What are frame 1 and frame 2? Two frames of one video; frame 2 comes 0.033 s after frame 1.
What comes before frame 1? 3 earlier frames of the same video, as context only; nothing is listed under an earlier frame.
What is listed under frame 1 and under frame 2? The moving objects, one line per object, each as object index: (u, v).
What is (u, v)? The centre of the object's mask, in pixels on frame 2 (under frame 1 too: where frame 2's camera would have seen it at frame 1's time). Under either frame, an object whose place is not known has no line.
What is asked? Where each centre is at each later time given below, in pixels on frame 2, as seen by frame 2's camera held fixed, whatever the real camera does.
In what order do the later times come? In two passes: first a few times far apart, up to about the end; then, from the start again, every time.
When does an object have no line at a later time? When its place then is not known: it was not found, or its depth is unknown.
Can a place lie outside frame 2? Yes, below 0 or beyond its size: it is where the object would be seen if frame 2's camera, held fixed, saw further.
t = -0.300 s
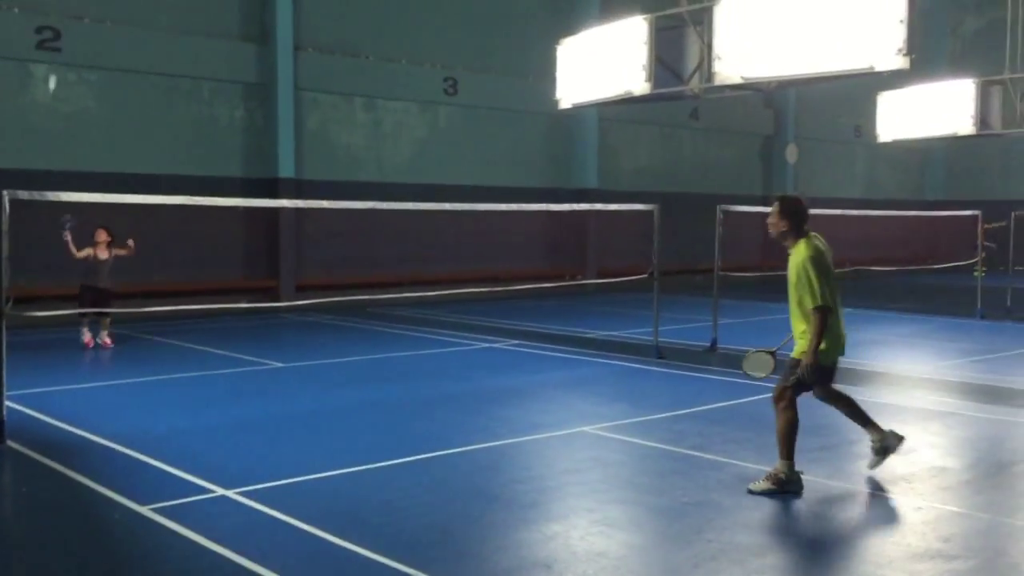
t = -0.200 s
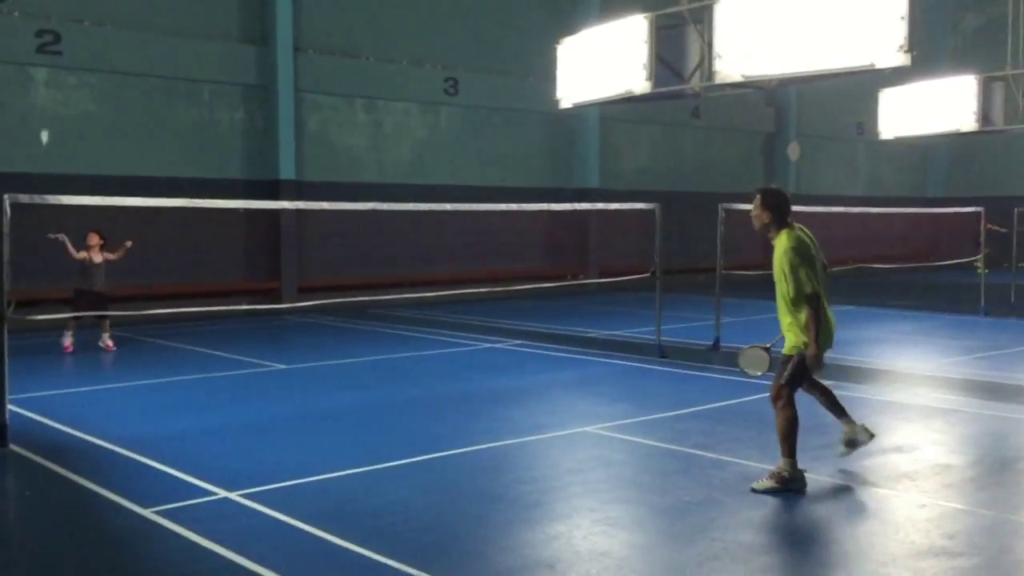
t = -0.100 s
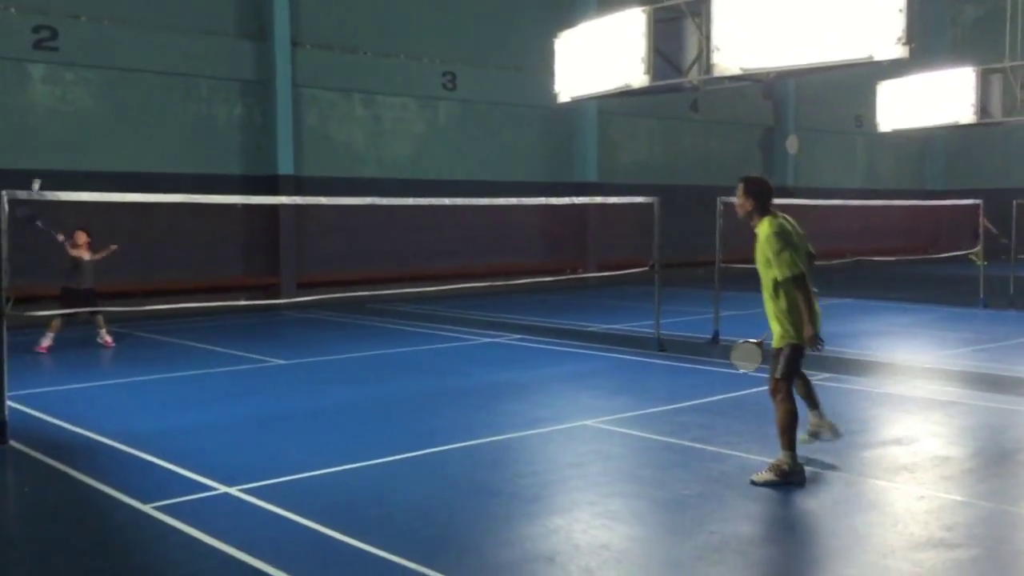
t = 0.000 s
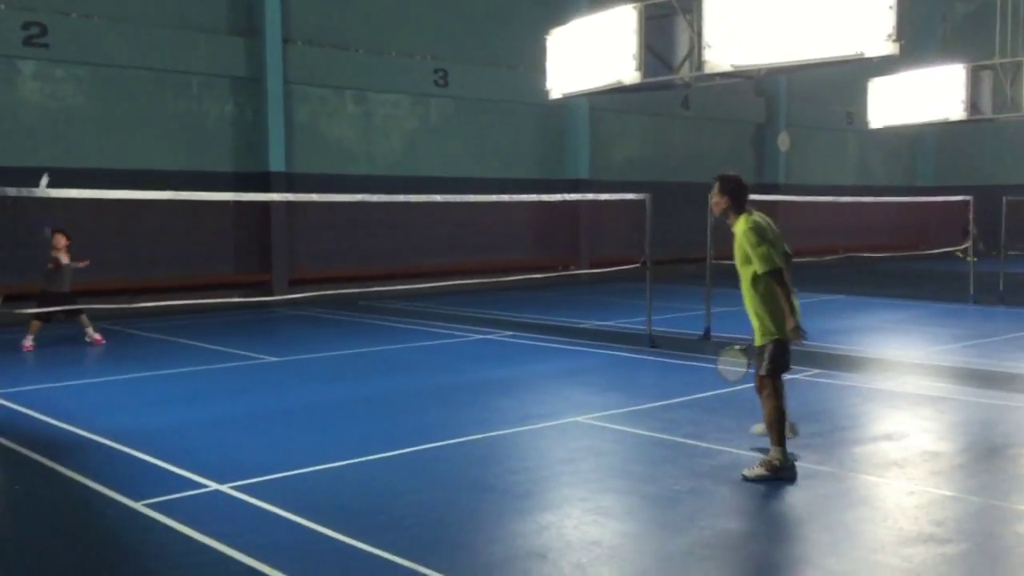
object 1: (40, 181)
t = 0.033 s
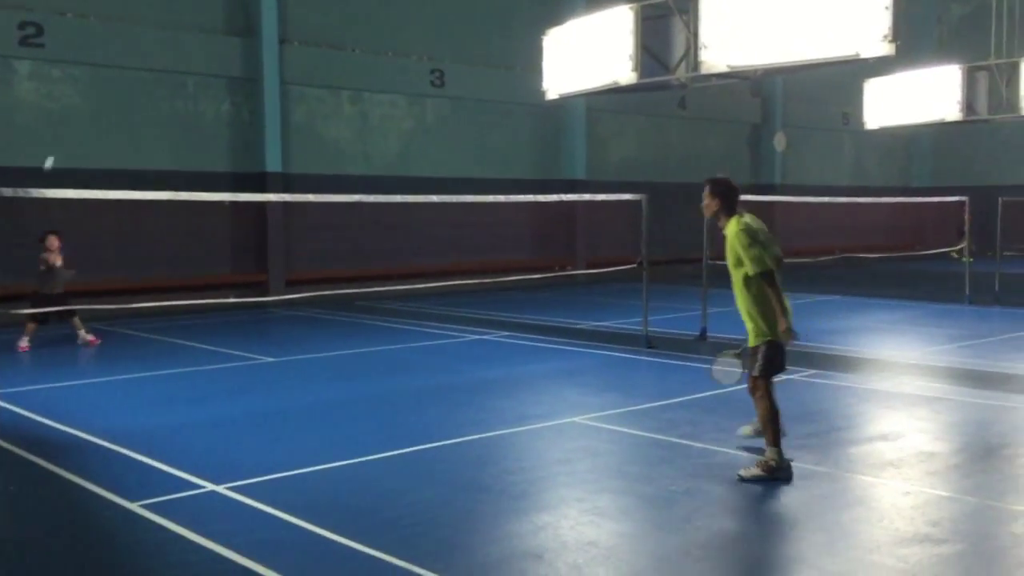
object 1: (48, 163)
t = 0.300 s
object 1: (124, 92)
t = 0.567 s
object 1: (188, 111)
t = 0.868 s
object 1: (251, 245)
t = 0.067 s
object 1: (59, 147)
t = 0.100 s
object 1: (69, 134)
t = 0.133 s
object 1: (78, 125)
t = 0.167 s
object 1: (88, 116)
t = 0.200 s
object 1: (98, 109)
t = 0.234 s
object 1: (107, 101)
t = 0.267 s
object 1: (116, 96)
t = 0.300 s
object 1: (124, 92)
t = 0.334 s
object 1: (132, 89)
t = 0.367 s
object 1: (141, 88)
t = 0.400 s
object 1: (149, 88)
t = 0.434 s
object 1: (157, 90)
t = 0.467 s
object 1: (165, 93)
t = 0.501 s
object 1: (173, 98)
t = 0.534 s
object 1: (181, 103)
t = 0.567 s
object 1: (188, 111)
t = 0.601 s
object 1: (195, 120)
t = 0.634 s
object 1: (203, 131)
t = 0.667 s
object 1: (210, 143)
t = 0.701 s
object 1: (217, 156)
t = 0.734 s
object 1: (224, 171)
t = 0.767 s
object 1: (230, 186)
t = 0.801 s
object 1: (239, 207)
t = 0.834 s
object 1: (245, 224)
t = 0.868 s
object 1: (251, 245)
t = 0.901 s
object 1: (256, 267)
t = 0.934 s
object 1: (262, 288)
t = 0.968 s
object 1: (269, 313)
